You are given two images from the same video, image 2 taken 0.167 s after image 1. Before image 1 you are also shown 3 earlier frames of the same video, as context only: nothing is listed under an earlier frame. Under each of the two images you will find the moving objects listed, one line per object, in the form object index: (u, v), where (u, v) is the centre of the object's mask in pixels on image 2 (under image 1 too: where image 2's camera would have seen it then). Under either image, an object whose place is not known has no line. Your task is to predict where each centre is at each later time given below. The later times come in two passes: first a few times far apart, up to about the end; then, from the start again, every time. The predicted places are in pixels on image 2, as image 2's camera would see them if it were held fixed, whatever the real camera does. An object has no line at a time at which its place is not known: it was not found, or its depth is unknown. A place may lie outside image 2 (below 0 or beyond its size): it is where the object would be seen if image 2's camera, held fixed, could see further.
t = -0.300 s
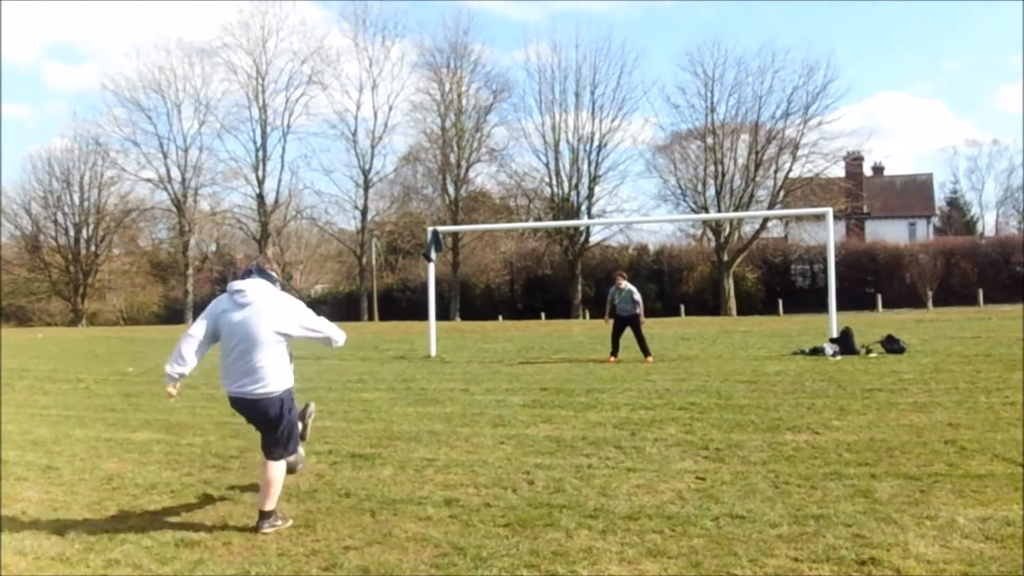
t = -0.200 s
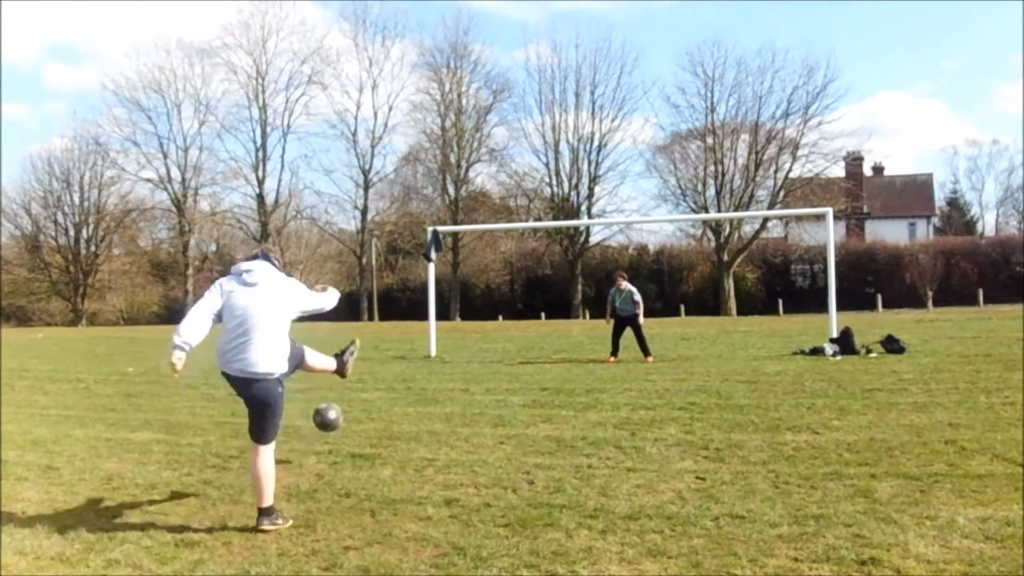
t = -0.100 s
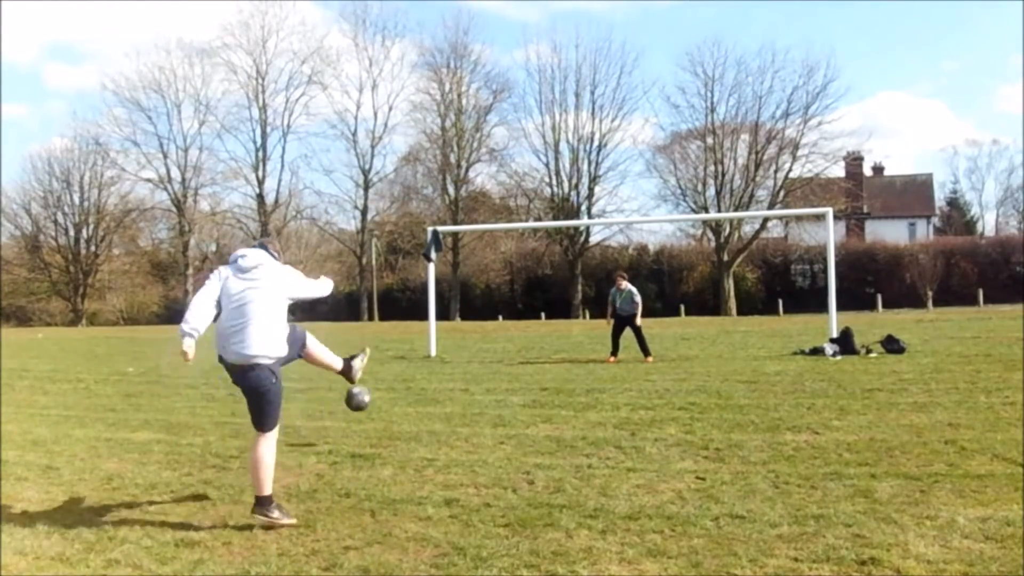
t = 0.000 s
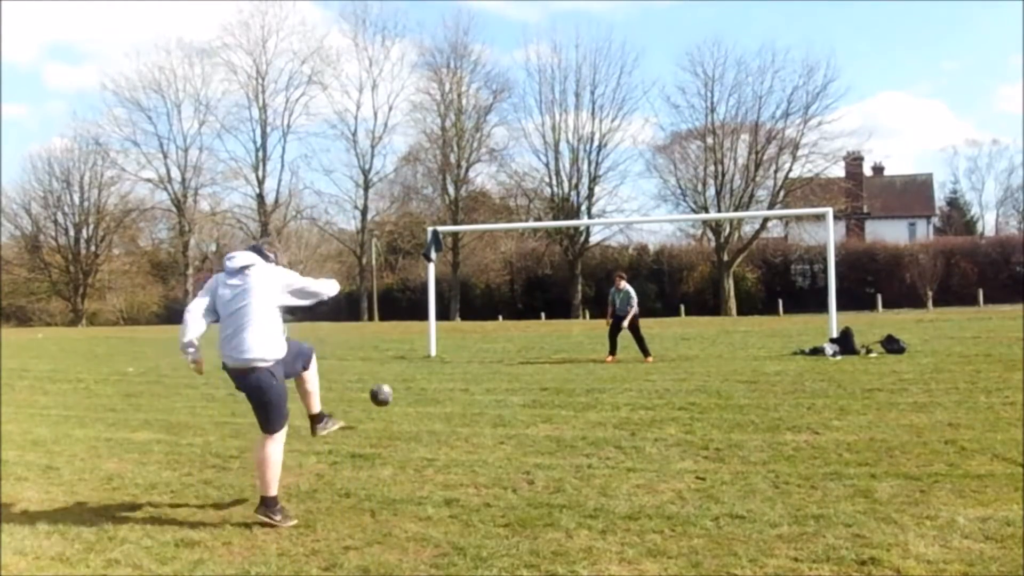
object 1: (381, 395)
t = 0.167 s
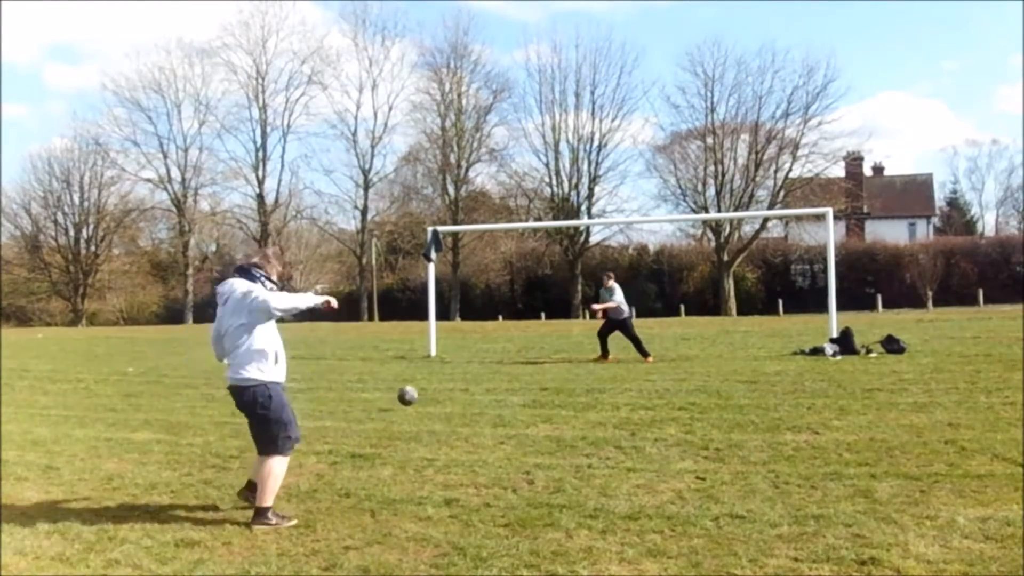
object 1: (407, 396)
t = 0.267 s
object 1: (413, 377)
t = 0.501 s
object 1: (424, 373)
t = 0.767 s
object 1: (433, 359)
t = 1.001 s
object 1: (439, 359)
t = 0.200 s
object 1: (409, 388)
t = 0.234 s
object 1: (411, 383)
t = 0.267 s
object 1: (413, 377)
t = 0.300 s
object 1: (415, 374)
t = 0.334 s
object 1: (417, 371)
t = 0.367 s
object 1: (418, 370)
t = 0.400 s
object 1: (419, 370)
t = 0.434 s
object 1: (421, 370)
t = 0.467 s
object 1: (422, 371)
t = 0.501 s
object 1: (424, 373)
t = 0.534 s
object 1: (425, 376)
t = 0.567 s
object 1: (426, 378)
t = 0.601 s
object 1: (428, 373)
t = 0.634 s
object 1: (429, 368)
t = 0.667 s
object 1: (430, 365)
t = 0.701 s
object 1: (432, 363)
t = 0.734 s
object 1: (432, 361)
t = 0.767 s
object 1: (433, 359)
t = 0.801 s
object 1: (434, 359)
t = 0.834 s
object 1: (436, 360)
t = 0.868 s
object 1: (437, 361)
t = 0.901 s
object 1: (437, 362)
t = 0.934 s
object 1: (438, 363)
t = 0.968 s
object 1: (438, 361)
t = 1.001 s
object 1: (439, 359)
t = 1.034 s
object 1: (440, 357)
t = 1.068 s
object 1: (440, 356)
